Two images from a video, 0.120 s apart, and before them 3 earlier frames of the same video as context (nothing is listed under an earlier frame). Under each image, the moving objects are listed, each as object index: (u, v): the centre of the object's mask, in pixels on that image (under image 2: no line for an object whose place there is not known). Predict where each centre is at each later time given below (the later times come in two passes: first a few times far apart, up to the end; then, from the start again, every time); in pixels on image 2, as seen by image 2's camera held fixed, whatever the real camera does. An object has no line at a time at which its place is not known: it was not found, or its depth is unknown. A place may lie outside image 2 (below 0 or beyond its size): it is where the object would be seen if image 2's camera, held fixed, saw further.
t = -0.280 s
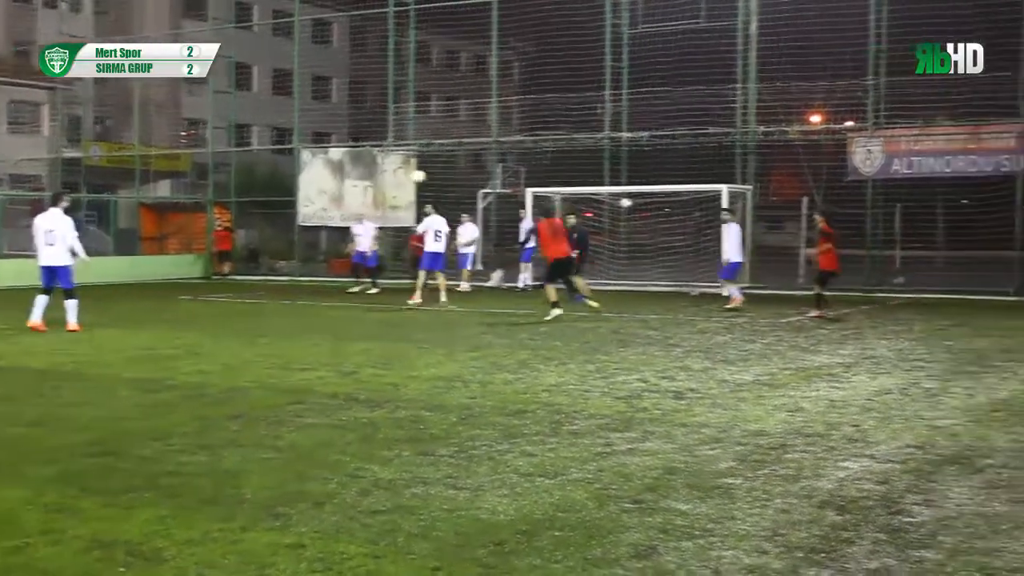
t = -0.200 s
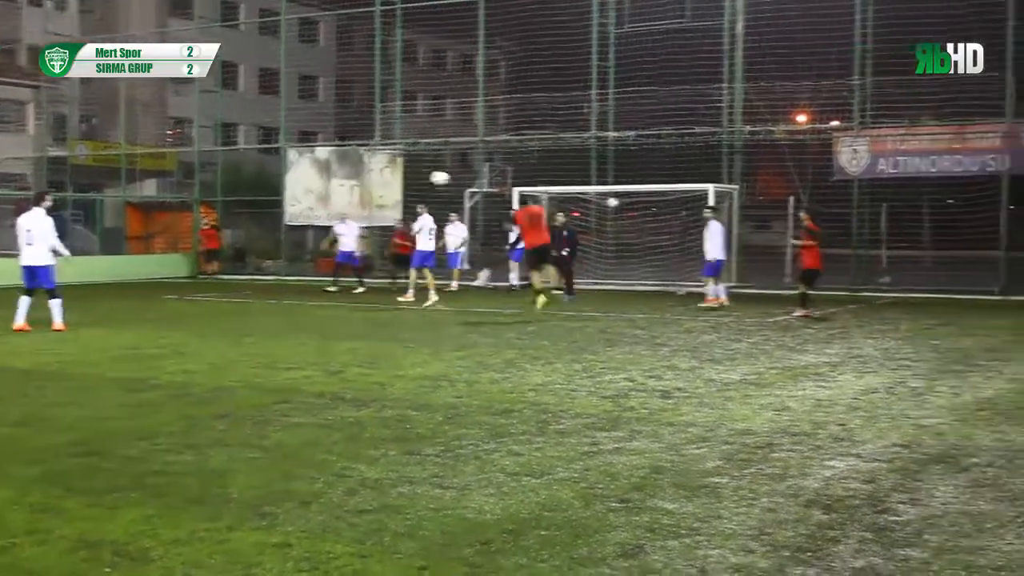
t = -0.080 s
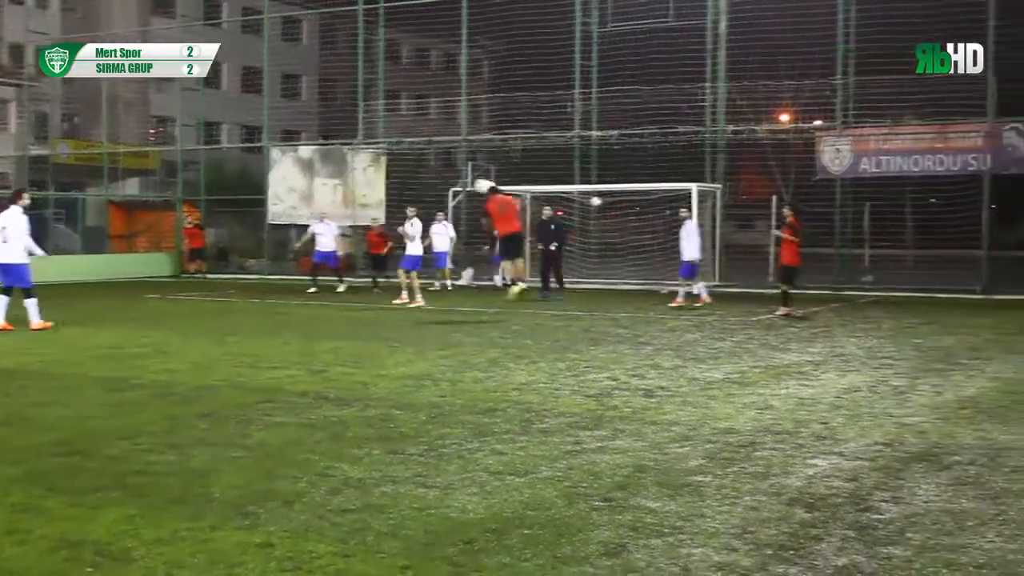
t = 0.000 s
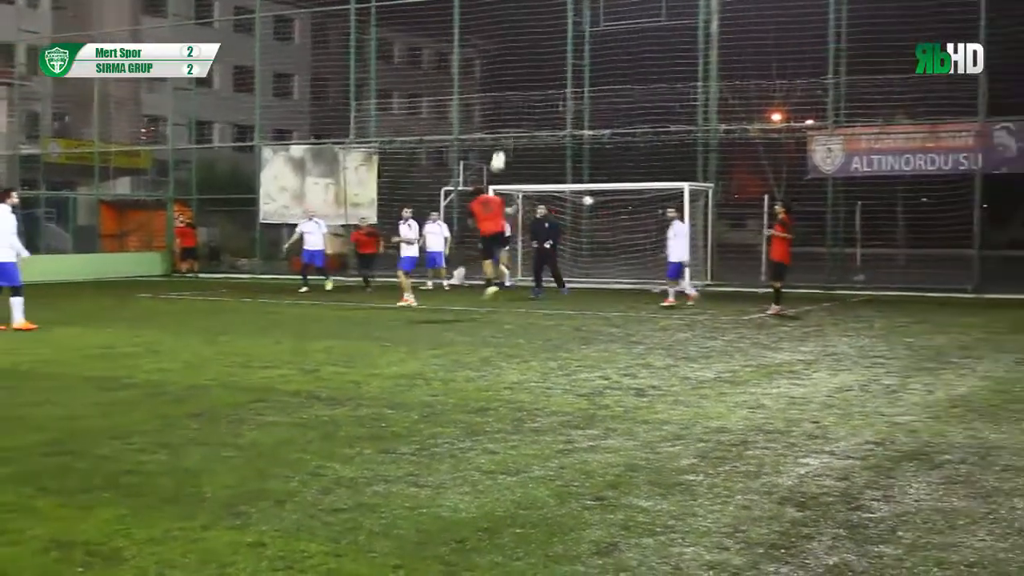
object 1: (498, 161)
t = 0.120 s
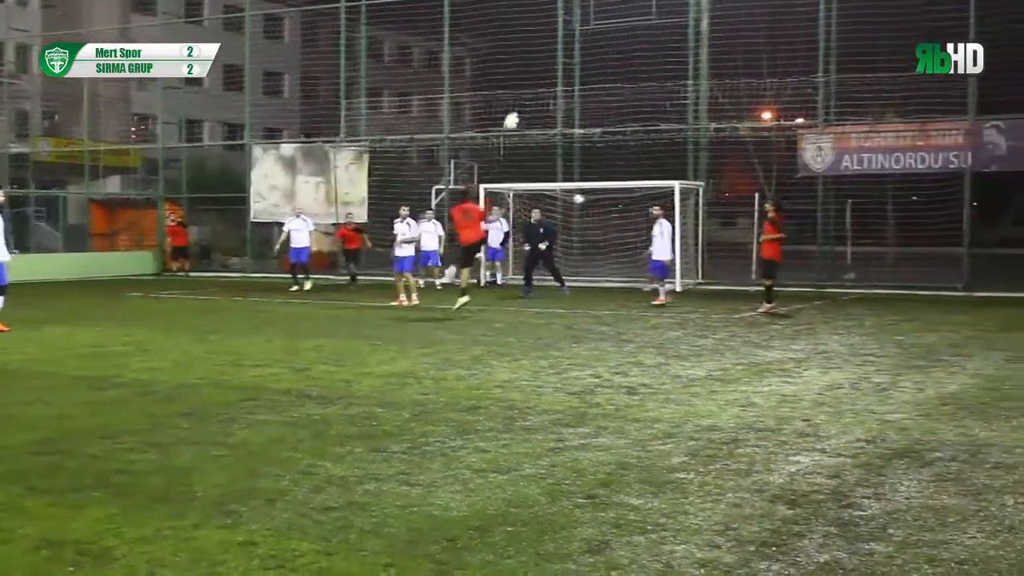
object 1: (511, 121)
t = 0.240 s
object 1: (531, 93)
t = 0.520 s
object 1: (573, 68)
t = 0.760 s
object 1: (608, 80)
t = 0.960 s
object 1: (634, 109)
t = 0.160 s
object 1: (517, 110)
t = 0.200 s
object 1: (524, 100)
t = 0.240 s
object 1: (531, 93)
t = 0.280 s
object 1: (537, 86)
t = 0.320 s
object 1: (543, 80)
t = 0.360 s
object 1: (549, 76)
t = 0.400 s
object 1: (556, 72)
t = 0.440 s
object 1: (561, 70)
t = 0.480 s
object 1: (567, 68)
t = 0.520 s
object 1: (573, 68)
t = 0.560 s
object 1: (579, 68)
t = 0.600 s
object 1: (585, 69)
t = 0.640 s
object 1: (591, 71)
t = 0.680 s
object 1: (597, 73)
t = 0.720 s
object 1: (602, 76)
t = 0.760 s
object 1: (608, 80)
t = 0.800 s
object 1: (614, 84)
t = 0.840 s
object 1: (619, 89)
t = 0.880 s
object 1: (623, 95)
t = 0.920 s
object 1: (629, 101)
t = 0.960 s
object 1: (634, 109)
